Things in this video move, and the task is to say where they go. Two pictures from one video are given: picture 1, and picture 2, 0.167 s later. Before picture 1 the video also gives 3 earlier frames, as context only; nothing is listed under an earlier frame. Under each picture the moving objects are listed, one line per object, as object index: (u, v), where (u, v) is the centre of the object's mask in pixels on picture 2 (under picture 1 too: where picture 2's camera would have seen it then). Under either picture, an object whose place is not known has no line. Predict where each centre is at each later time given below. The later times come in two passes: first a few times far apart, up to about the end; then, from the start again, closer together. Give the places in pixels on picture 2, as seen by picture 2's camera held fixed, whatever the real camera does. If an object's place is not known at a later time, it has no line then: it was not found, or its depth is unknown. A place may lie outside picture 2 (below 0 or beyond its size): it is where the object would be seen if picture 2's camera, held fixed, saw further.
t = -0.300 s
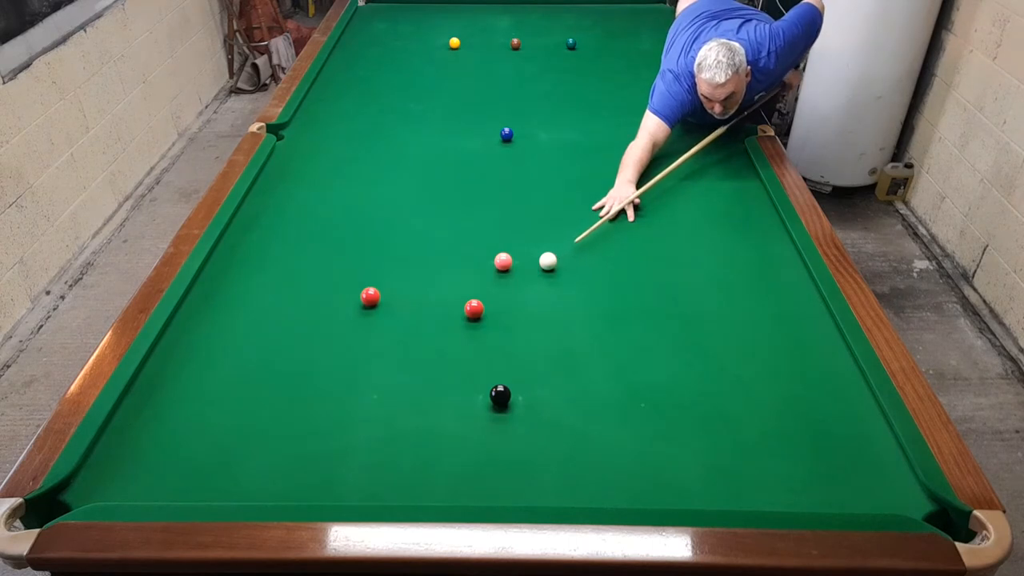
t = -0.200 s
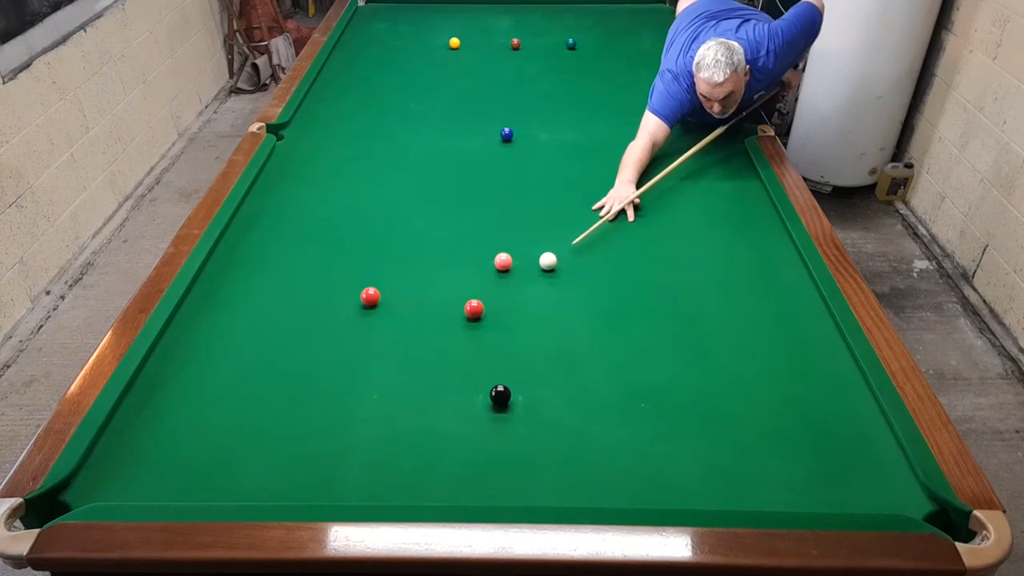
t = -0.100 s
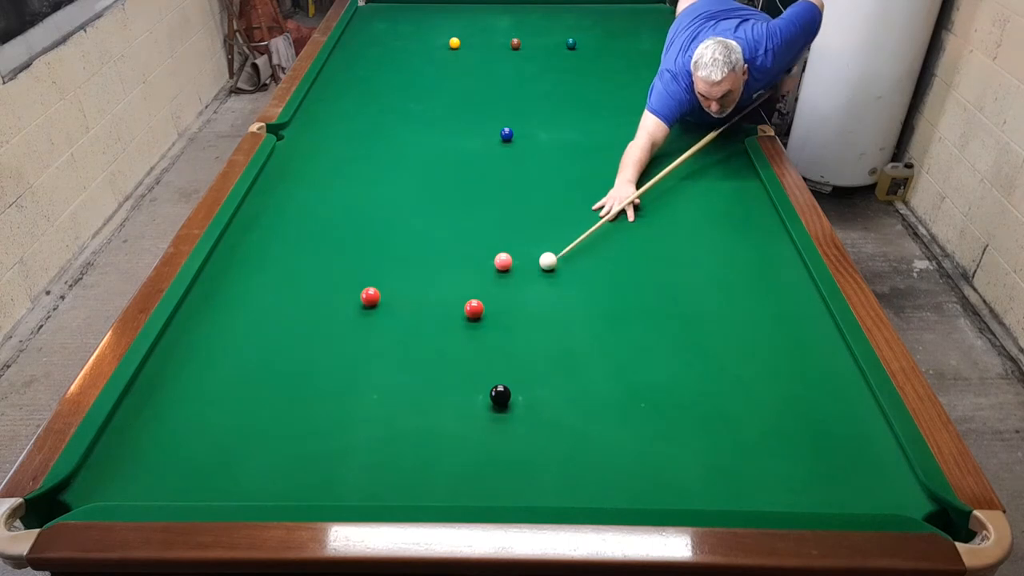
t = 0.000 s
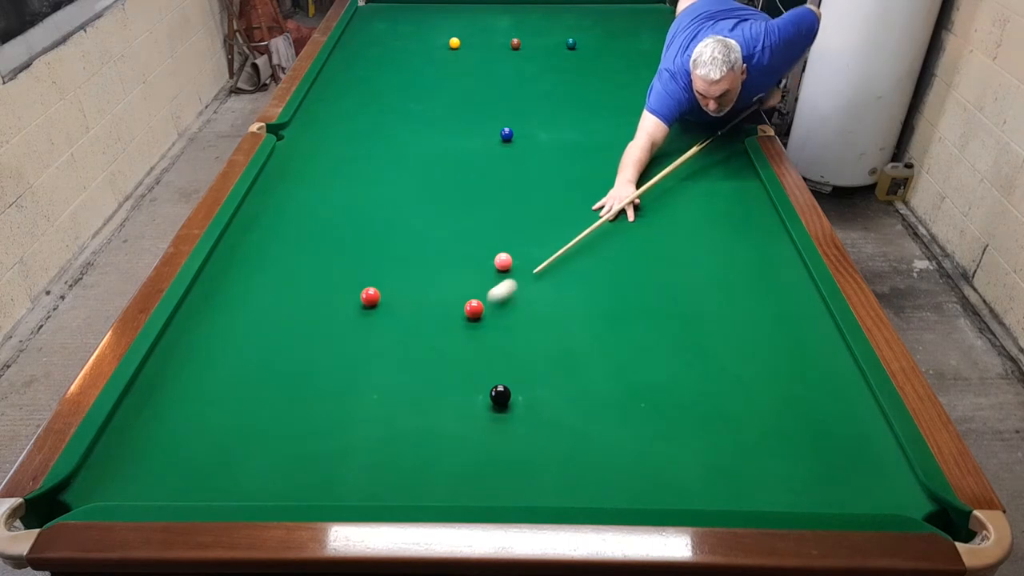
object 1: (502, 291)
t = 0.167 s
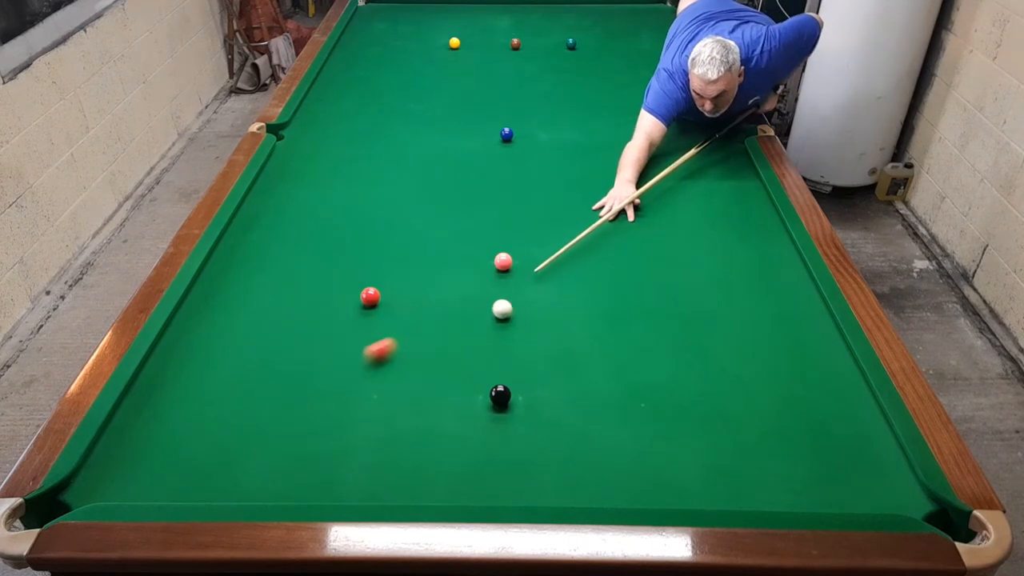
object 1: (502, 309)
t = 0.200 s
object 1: (505, 310)
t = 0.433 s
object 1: (527, 318)
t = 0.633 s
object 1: (546, 324)
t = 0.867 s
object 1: (566, 331)
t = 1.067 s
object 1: (582, 336)
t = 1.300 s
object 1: (600, 342)
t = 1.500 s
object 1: (614, 347)
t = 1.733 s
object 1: (629, 352)
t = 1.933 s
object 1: (641, 355)
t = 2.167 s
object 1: (653, 359)
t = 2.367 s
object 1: (661, 362)
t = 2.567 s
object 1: (668, 365)
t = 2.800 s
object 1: (673, 367)
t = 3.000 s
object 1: (676, 369)
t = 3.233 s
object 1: (678, 369)
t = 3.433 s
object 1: (678, 369)
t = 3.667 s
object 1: (677, 369)
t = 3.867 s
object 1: (677, 369)
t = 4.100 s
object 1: (677, 369)
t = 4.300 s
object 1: (677, 369)
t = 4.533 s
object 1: (677, 369)
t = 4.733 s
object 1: (677, 369)
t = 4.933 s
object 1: (677, 369)
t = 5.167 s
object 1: (677, 369)
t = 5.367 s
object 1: (677, 369)
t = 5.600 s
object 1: (677, 369)
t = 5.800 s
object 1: (677, 369)
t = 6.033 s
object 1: (677, 369)
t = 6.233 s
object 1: (677, 369)
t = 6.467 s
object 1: (677, 369)
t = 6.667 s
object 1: (677, 369)
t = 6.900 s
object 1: (677, 370)
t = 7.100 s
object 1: (677, 369)
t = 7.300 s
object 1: (677, 369)
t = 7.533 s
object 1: (677, 369)
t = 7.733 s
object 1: (677, 369)
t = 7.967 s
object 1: (677, 369)
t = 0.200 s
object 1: (505, 310)
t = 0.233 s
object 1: (508, 311)
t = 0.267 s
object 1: (512, 312)
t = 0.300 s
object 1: (515, 314)
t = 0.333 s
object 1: (518, 315)
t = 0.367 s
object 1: (521, 316)
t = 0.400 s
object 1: (524, 317)
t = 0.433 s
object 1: (527, 318)
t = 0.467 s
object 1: (531, 319)
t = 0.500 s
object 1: (534, 320)
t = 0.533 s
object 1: (537, 321)
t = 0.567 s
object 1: (540, 322)
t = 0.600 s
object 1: (543, 323)
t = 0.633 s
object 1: (546, 324)
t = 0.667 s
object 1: (549, 325)
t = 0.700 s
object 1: (551, 326)
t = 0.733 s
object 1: (555, 327)
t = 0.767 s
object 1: (558, 328)
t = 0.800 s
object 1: (560, 329)
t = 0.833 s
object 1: (563, 330)
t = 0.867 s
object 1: (566, 331)
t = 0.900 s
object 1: (569, 332)
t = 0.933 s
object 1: (572, 333)
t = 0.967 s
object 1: (574, 334)
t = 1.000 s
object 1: (577, 334)
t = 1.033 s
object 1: (580, 335)
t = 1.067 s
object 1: (582, 336)
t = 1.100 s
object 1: (585, 337)
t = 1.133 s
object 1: (588, 338)
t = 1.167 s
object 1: (590, 339)
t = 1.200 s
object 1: (593, 340)
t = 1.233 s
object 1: (595, 340)
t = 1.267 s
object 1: (598, 341)
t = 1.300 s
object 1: (600, 342)
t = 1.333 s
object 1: (603, 343)
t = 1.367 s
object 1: (605, 344)
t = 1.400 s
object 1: (607, 344)
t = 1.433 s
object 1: (610, 345)
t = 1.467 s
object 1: (612, 346)
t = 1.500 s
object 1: (614, 347)
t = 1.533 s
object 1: (617, 347)
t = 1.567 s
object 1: (619, 348)
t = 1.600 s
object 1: (621, 349)
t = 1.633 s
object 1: (623, 350)
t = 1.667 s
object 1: (625, 350)
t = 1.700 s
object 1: (628, 351)
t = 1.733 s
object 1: (629, 352)
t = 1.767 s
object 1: (632, 352)
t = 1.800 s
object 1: (634, 353)
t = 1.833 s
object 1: (635, 354)
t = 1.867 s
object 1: (637, 354)
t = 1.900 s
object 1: (639, 355)
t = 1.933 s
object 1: (641, 355)
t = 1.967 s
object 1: (643, 356)
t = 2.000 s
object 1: (644, 357)
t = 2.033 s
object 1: (646, 357)
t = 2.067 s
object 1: (648, 358)
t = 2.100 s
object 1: (649, 358)
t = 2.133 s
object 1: (651, 359)
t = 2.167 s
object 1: (653, 359)
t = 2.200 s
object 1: (654, 360)
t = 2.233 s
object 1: (656, 360)
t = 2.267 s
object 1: (657, 361)
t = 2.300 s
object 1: (658, 361)
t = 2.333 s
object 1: (660, 362)
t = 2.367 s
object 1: (661, 362)
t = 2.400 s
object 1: (662, 363)
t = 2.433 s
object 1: (664, 363)
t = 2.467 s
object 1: (664, 364)
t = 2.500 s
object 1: (665, 364)
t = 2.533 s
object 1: (667, 365)
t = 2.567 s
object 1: (668, 365)
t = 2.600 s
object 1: (669, 365)
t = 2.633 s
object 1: (670, 366)
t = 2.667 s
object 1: (670, 366)
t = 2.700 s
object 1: (671, 366)
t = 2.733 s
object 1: (672, 367)
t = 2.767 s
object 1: (673, 367)
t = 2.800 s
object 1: (673, 367)
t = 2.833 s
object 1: (674, 367)
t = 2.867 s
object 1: (675, 368)
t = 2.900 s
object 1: (675, 368)
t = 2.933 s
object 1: (676, 368)
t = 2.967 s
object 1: (676, 368)
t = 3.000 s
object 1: (676, 369)
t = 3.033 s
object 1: (677, 369)
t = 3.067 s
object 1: (677, 369)
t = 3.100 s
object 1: (677, 369)
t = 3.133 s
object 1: (678, 369)
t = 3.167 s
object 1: (678, 369)
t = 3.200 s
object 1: (678, 369)
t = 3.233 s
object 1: (678, 369)
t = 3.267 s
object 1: (678, 369)
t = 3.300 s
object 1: (678, 369)
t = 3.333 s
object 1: (678, 369)
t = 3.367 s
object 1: (678, 369)
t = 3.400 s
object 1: (678, 369)
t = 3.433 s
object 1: (678, 369)
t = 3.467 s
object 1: (677, 369)
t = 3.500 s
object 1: (677, 369)
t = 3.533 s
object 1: (677, 369)
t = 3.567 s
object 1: (677, 369)
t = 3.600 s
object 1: (677, 369)
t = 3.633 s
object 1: (677, 369)
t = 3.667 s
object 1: (677, 369)
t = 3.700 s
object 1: (677, 369)
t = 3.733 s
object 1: (677, 369)
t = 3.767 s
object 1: (677, 369)
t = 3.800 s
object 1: (677, 369)
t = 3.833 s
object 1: (677, 369)
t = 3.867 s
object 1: (677, 369)
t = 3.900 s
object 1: (677, 369)
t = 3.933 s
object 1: (677, 369)
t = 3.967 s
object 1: (677, 369)
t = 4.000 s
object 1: (677, 369)
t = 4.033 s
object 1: (677, 369)
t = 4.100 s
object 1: (677, 369)
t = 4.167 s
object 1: (677, 369)
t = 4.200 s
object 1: (677, 369)
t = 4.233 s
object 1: (677, 369)
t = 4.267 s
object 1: (677, 369)
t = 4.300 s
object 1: (677, 369)
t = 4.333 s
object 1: (677, 369)
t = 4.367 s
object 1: (677, 369)
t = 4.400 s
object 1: (677, 369)
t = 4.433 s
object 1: (677, 369)
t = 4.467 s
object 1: (677, 369)
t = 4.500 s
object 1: (677, 369)
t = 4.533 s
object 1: (677, 369)
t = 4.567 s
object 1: (677, 369)
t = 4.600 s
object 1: (677, 369)
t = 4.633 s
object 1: (677, 369)
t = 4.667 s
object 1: (677, 369)
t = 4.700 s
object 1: (677, 369)
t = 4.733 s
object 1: (677, 369)
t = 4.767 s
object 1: (677, 369)
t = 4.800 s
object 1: (677, 369)
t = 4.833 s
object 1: (677, 369)
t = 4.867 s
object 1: (677, 369)
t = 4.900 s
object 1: (677, 369)
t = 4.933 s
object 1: (677, 369)
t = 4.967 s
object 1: (677, 369)
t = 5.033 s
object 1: (677, 369)
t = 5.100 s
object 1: (677, 369)
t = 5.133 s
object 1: (677, 369)
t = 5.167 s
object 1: (677, 369)
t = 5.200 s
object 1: (677, 369)
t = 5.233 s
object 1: (677, 369)
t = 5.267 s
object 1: (677, 369)
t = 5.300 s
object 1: (677, 369)
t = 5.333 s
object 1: (677, 369)
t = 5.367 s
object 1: (677, 369)
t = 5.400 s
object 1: (677, 369)
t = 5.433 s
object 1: (677, 369)
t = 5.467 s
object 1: (677, 369)
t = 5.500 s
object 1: (677, 369)
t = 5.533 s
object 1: (677, 369)
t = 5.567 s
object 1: (677, 369)
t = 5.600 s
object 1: (677, 369)
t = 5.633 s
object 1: (677, 369)
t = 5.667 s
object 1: (677, 370)
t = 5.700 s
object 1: (677, 369)
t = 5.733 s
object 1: (677, 369)
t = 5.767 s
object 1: (677, 369)
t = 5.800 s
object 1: (677, 369)
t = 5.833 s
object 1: (677, 369)
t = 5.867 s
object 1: (677, 369)
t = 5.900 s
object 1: (677, 369)
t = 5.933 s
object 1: (677, 369)
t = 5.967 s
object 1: (677, 369)
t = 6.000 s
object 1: (677, 369)
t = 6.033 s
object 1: (677, 369)
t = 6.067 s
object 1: (677, 369)
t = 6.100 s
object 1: (677, 369)
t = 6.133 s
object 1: (677, 369)
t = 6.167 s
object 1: (677, 369)
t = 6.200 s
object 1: (677, 369)
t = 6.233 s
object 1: (677, 369)
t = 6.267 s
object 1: (677, 369)
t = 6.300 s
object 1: (677, 369)
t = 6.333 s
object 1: (677, 369)
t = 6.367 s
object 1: (677, 369)
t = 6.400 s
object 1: (677, 369)
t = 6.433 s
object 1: (677, 369)
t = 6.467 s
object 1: (677, 369)
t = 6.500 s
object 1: (677, 369)
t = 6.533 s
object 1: (677, 369)
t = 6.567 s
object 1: (677, 369)
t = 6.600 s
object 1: (677, 369)
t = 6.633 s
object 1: (677, 369)
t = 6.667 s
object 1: (677, 369)
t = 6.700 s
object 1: (677, 369)
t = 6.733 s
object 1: (677, 369)
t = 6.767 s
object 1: (677, 369)
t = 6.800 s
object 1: (677, 369)
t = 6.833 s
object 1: (677, 369)
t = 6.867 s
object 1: (677, 369)
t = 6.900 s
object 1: (677, 370)
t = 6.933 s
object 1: (677, 369)
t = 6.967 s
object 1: (677, 369)
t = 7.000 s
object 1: (677, 369)
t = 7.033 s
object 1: (677, 369)
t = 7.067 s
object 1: (677, 369)
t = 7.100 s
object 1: (677, 369)
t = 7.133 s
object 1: (677, 369)
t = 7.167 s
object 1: (677, 369)
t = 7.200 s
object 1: (677, 369)
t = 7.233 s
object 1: (677, 369)
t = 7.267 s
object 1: (677, 369)
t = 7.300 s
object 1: (677, 369)
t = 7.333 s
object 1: (677, 369)
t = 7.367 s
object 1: (677, 369)
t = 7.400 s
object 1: (677, 369)
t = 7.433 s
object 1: (677, 369)
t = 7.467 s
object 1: (677, 369)
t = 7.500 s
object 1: (677, 369)
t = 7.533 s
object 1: (677, 369)
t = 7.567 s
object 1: (677, 369)
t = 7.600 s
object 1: (677, 369)
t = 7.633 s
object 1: (677, 369)
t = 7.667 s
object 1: (677, 369)
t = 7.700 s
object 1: (677, 369)
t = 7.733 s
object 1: (677, 369)
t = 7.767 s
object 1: (677, 369)
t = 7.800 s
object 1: (677, 369)
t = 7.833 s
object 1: (677, 369)
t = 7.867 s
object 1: (677, 369)
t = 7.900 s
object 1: (677, 369)
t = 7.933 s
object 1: (677, 369)
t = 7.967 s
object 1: (677, 369)
